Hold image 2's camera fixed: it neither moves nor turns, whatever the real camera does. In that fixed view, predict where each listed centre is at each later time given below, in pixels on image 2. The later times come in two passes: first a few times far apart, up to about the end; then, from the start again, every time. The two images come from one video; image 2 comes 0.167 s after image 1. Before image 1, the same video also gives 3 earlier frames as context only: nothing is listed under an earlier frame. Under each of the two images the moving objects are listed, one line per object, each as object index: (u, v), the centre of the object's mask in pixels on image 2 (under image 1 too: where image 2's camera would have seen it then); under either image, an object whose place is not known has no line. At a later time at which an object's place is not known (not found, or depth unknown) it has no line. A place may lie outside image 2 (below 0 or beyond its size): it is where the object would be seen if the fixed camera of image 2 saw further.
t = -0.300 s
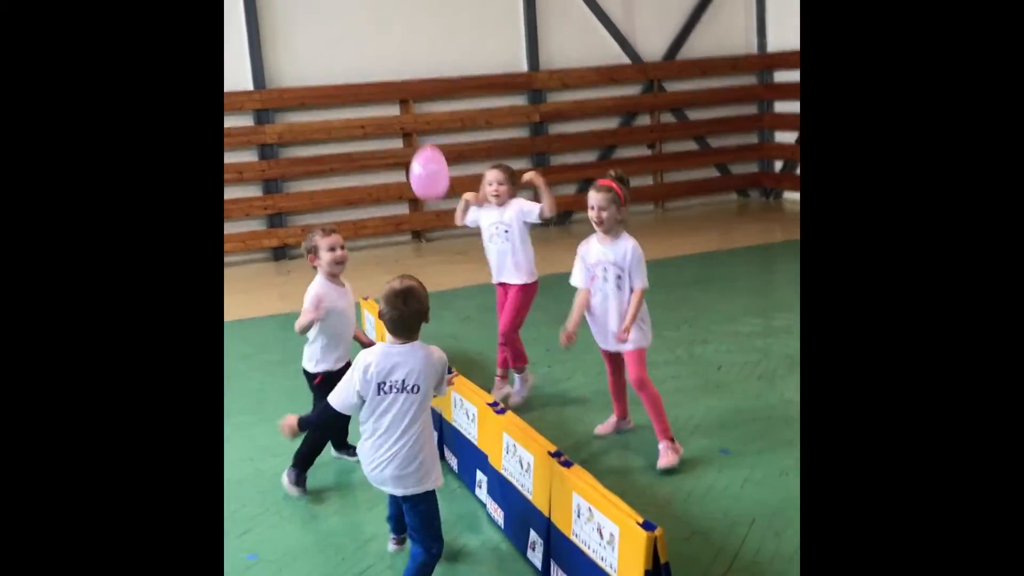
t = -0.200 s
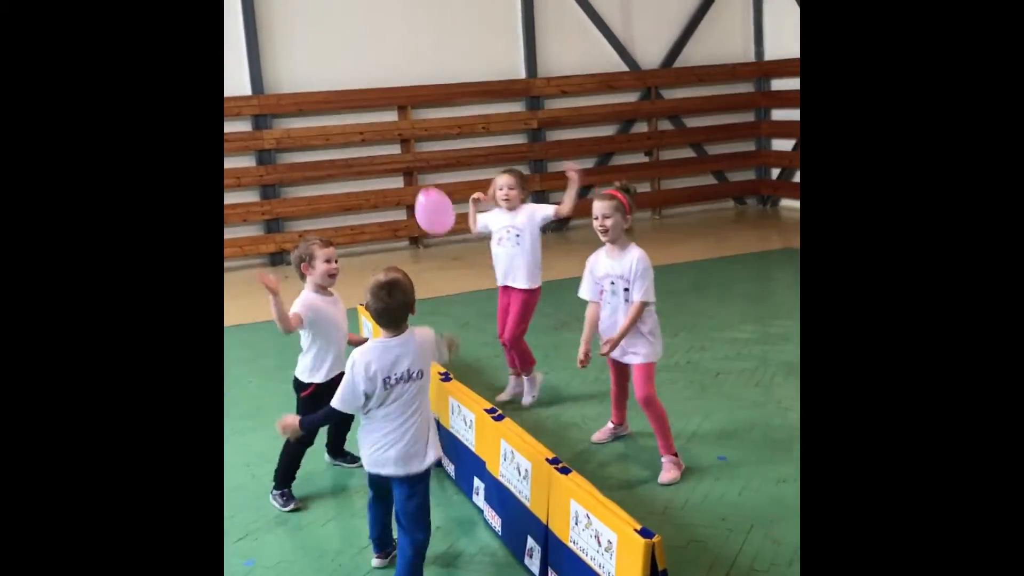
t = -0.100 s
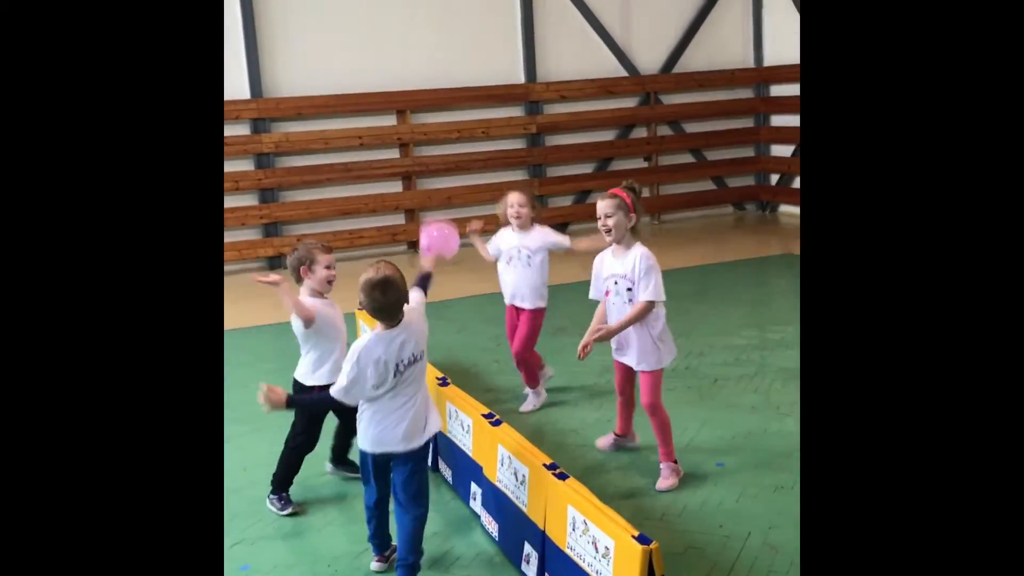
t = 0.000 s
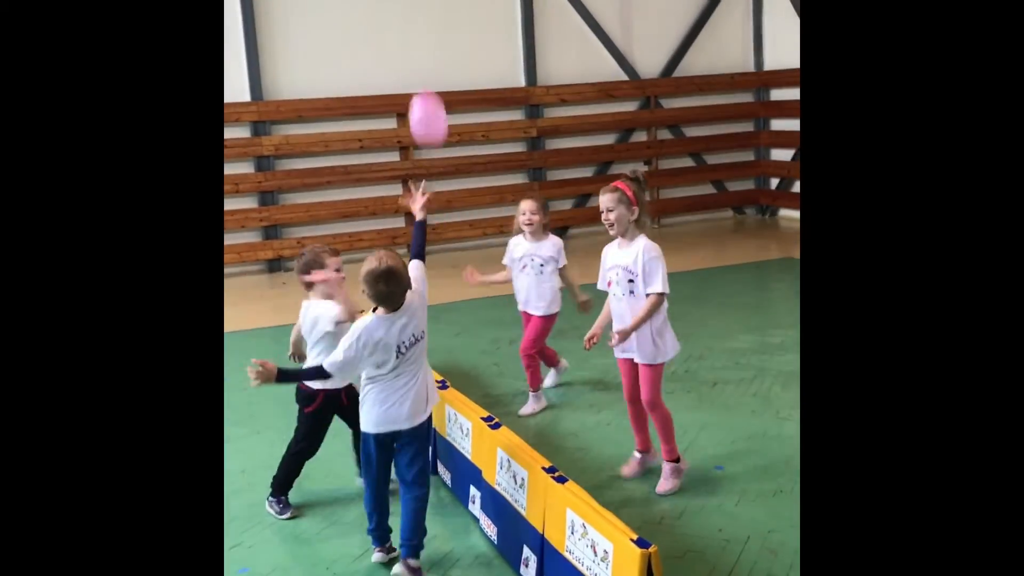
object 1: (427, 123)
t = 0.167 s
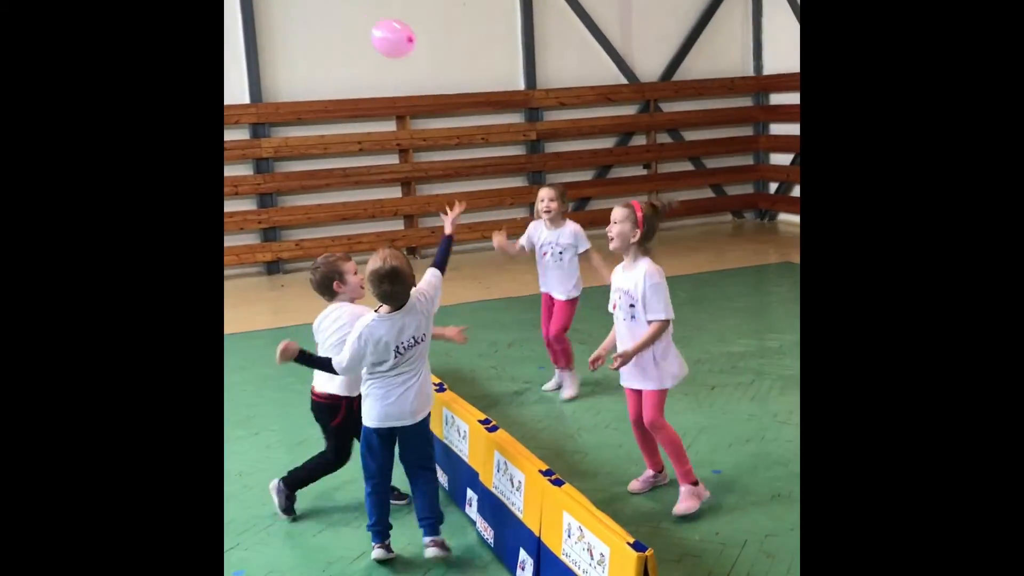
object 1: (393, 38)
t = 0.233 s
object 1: (384, 29)
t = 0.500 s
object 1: (364, 26)
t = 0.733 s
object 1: (358, 63)
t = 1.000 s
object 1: (352, 131)
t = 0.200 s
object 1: (388, 33)
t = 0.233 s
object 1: (384, 29)
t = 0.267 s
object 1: (380, 25)
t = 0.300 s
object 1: (377, 23)
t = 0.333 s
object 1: (374, 21)
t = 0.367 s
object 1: (371, 21)
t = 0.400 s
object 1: (369, 21)
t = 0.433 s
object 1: (367, 22)
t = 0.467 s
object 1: (365, 23)
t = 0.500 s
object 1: (364, 26)
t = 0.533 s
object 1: (362, 30)
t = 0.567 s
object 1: (361, 34)
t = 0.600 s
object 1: (360, 39)
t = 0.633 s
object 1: (360, 44)
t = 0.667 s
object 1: (359, 50)
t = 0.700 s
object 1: (358, 57)
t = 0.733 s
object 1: (358, 63)
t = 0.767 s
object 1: (357, 71)
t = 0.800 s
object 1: (357, 79)
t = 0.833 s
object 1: (356, 88)
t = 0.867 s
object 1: (355, 97)
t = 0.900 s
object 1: (355, 105)
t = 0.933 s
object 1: (354, 114)
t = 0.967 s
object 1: (353, 122)
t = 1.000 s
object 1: (352, 131)
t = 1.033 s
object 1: (352, 140)
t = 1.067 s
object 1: (350, 149)
